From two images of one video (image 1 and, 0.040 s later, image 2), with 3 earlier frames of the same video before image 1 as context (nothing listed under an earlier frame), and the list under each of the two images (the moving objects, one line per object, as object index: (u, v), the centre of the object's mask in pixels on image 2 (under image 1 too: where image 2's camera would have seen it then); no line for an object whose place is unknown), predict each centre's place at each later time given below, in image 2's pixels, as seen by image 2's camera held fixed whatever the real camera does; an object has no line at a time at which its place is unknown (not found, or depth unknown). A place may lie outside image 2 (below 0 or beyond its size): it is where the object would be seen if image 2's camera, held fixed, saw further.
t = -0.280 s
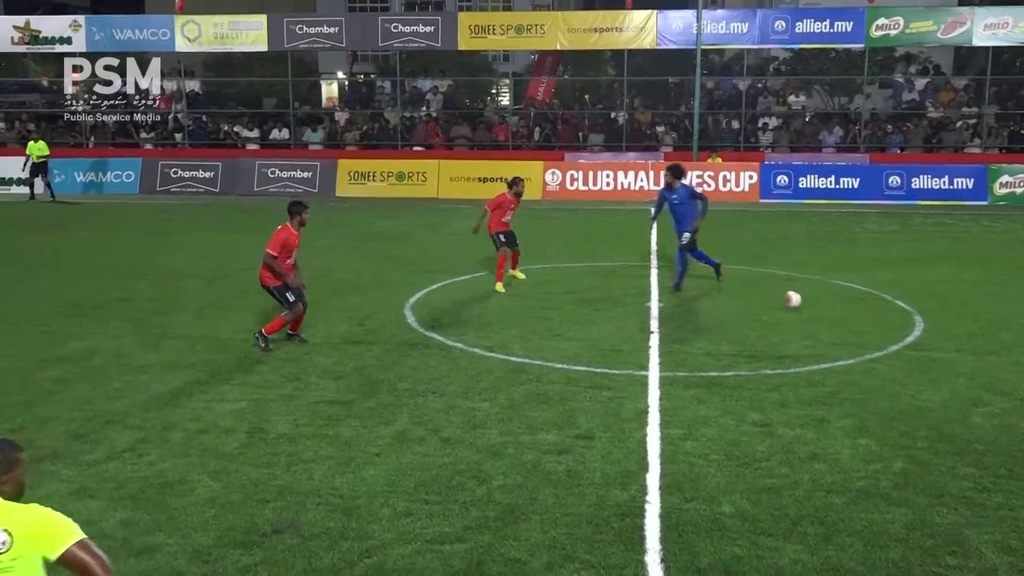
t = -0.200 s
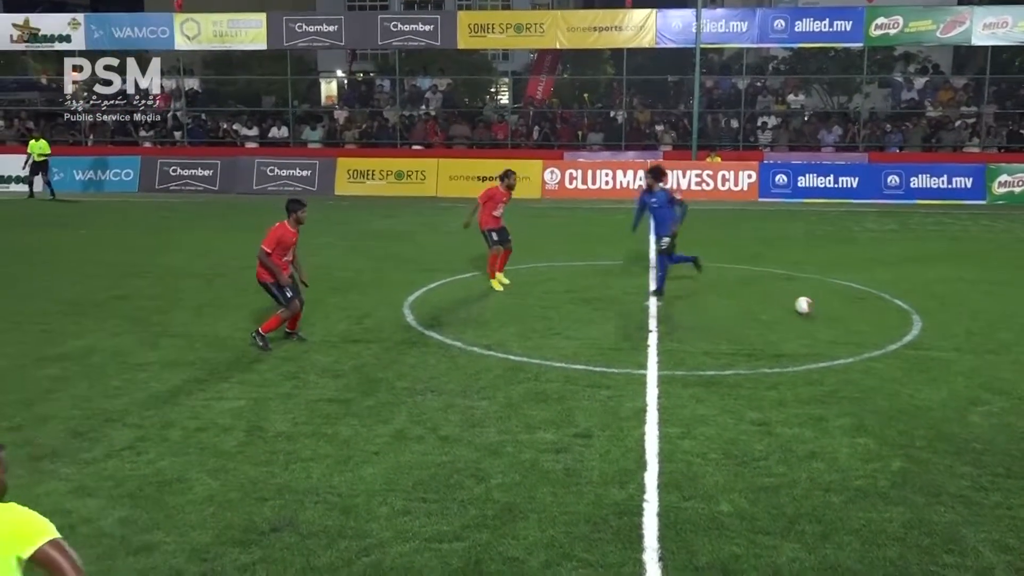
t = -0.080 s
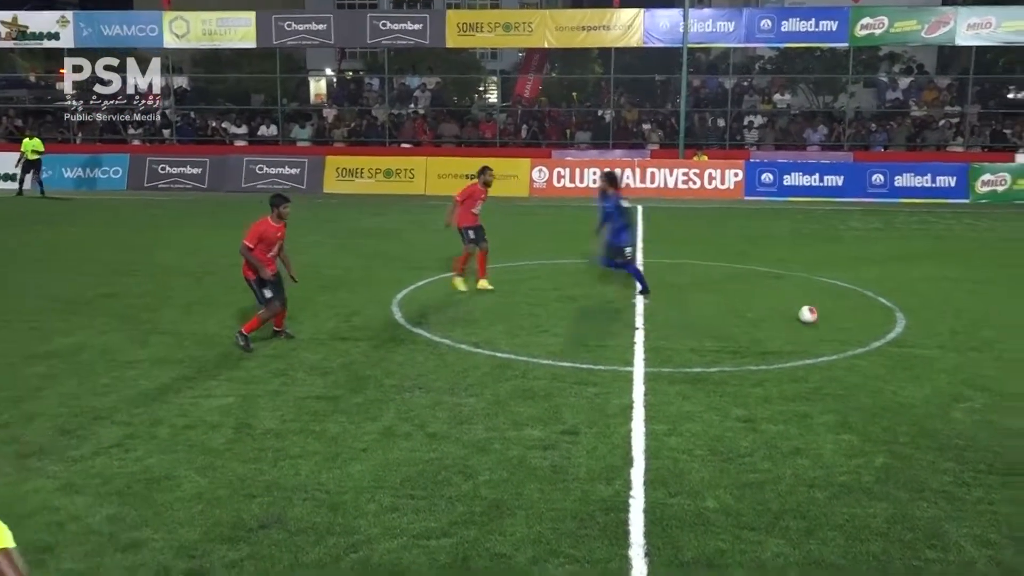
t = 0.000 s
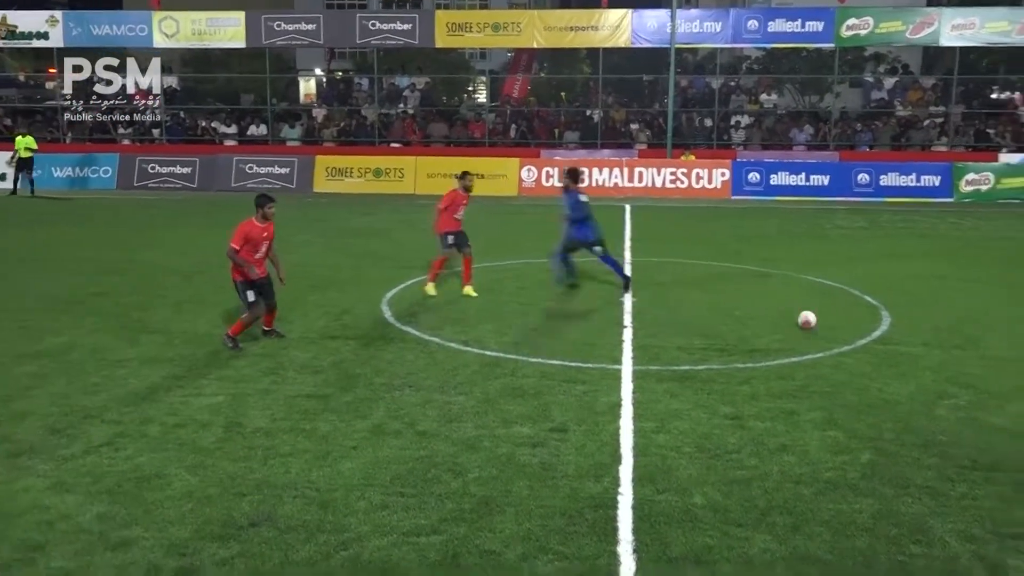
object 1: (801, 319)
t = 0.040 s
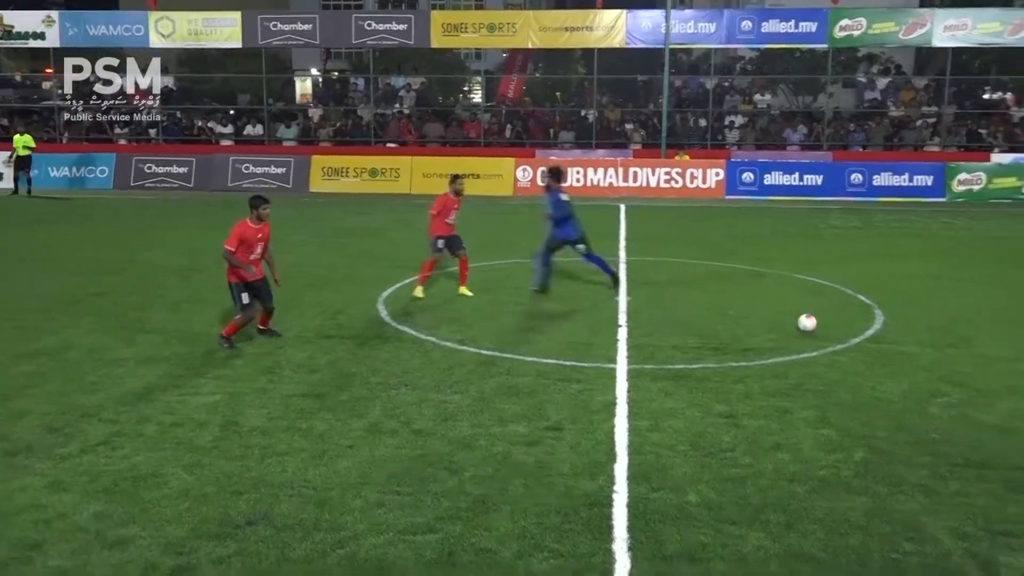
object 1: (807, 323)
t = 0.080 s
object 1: (811, 325)
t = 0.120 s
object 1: (818, 329)
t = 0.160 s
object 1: (823, 334)
